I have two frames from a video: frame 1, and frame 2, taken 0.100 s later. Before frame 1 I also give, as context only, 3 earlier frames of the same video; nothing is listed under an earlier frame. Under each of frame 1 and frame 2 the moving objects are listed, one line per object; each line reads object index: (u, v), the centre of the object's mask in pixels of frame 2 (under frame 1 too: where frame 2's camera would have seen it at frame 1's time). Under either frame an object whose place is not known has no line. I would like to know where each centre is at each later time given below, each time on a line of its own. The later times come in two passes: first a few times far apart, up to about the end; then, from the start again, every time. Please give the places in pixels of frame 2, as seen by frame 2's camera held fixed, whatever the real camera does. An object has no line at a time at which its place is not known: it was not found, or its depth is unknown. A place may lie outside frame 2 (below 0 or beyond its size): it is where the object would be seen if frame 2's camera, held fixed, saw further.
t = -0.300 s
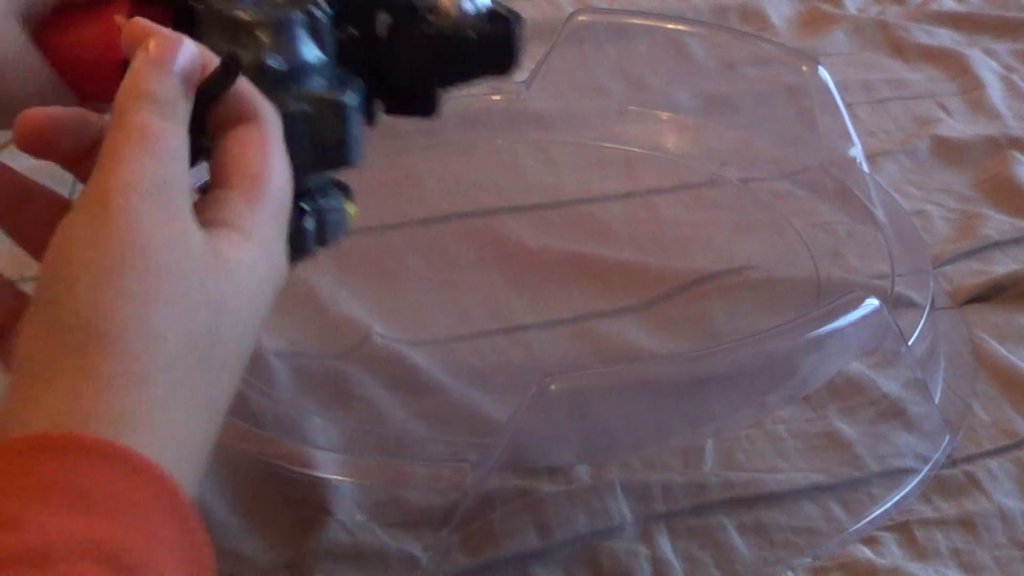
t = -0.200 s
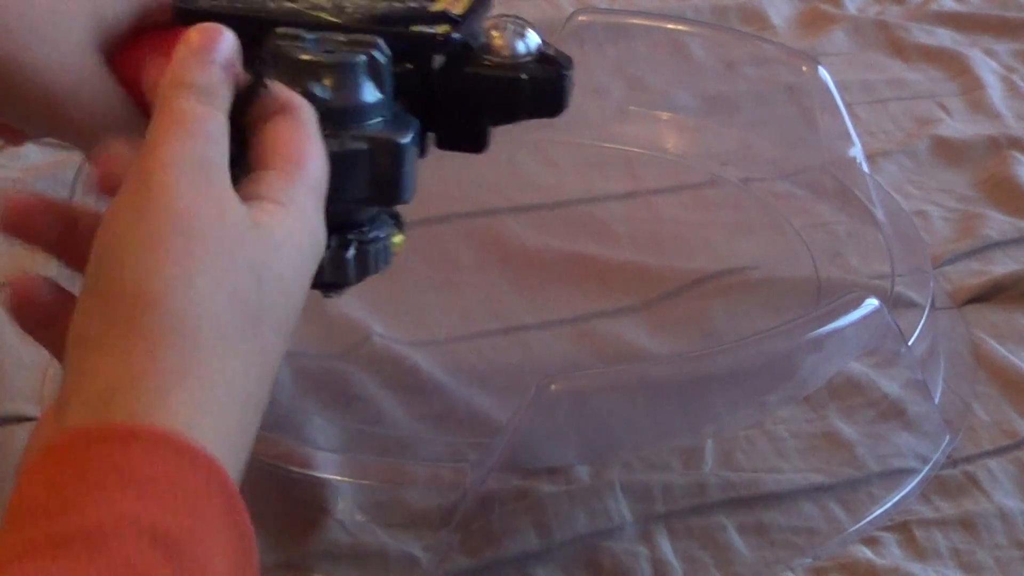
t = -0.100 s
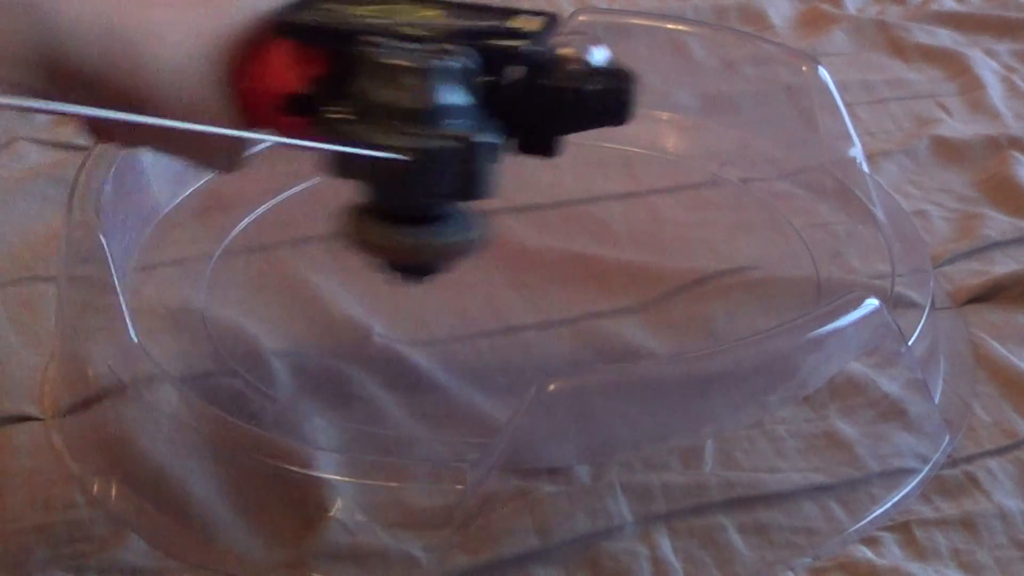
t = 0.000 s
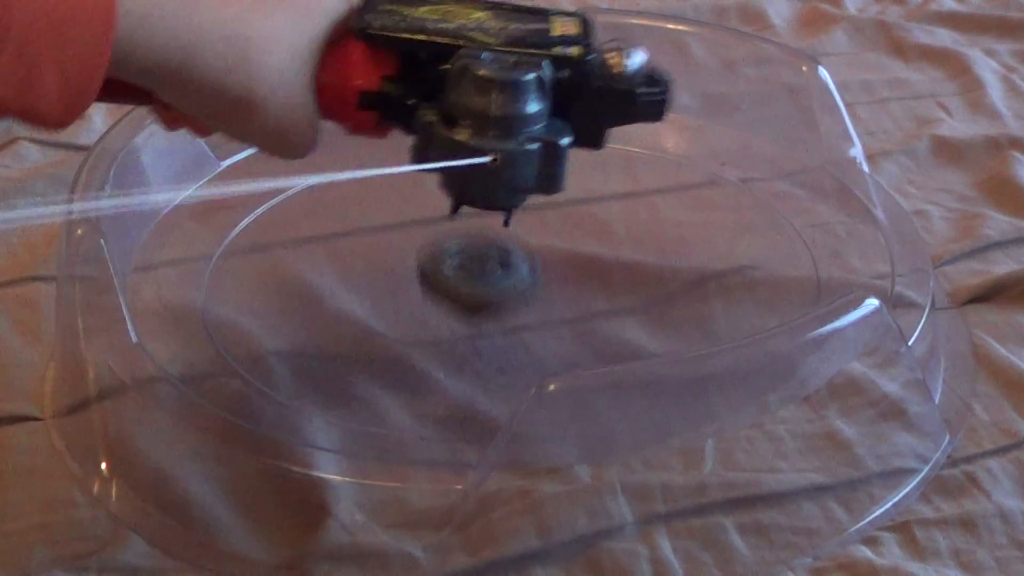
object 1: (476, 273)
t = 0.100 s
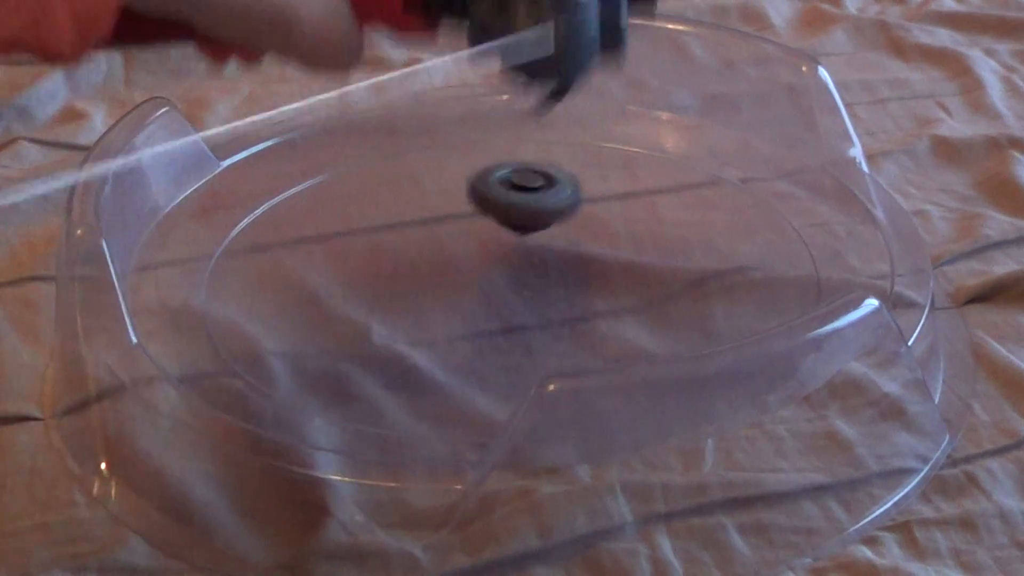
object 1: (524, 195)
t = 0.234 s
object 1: (575, 136)
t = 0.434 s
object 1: (548, 138)
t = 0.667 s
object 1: (491, 221)
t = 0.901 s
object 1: (497, 289)
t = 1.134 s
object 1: (568, 287)
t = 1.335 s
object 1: (607, 275)
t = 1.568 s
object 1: (614, 270)
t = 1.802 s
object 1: (604, 275)
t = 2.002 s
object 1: (591, 285)
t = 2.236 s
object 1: (578, 295)
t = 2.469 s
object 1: (559, 305)
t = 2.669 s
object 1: (541, 309)
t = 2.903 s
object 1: (518, 310)
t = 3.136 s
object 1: (497, 307)
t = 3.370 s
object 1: (481, 301)
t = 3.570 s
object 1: (472, 294)
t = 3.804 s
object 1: (468, 284)
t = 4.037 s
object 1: (473, 276)
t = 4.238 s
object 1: (484, 271)
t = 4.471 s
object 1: (499, 267)
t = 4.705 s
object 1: (516, 266)
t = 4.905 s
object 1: (532, 268)
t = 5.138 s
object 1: (547, 272)
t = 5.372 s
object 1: (556, 279)
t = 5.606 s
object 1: (556, 288)
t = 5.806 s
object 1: (552, 296)
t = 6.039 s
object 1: (540, 303)
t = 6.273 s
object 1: (525, 306)
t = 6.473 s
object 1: (509, 304)
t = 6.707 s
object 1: (493, 300)
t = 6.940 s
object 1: (481, 293)
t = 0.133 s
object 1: (540, 180)
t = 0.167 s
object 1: (554, 159)
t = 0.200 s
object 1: (567, 147)
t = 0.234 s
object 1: (575, 136)
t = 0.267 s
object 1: (578, 129)
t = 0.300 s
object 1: (577, 126)
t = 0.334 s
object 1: (572, 126)
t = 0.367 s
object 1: (565, 128)
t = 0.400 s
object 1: (557, 132)
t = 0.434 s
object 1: (548, 138)
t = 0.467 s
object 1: (539, 146)
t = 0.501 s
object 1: (529, 155)
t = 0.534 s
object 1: (521, 166)
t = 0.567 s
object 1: (512, 178)
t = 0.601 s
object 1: (504, 192)
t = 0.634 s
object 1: (497, 206)
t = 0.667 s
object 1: (491, 221)
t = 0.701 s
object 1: (485, 233)
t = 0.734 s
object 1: (483, 247)
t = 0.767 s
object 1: (482, 259)
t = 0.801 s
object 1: (483, 270)
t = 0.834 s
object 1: (485, 278)
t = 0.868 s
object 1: (490, 285)
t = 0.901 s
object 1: (497, 289)
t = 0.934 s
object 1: (506, 292)
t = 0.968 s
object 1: (516, 293)
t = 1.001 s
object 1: (527, 293)
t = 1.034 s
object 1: (538, 292)
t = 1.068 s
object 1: (548, 291)
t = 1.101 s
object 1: (559, 289)
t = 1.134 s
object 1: (568, 287)
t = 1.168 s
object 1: (577, 285)
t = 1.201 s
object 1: (585, 283)
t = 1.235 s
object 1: (592, 281)
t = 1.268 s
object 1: (598, 279)
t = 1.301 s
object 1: (603, 277)
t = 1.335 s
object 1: (607, 275)
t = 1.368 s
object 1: (610, 273)
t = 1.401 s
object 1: (612, 272)
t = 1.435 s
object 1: (613, 271)
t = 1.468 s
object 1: (614, 270)
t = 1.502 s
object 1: (614, 270)
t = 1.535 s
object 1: (614, 270)
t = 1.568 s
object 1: (614, 270)
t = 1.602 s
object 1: (613, 270)
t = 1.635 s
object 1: (612, 270)
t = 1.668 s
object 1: (611, 271)
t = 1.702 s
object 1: (609, 272)
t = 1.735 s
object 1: (608, 273)
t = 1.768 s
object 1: (606, 274)
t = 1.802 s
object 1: (604, 275)
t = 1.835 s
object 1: (602, 276)
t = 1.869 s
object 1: (600, 278)
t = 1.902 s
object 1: (598, 279)
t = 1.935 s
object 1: (596, 281)
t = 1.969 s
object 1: (593, 283)
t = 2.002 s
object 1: (591, 285)
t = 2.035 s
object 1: (589, 287)
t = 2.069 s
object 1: (587, 288)
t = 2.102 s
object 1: (585, 289)
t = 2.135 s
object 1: (584, 291)
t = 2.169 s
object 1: (582, 292)
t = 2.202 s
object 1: (580, 293)
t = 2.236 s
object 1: (578, 295)
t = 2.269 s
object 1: (576, 296)
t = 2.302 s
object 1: (574, 298)
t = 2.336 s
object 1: (571, 299)
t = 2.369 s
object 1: (568, 301)
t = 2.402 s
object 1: (566, 302)
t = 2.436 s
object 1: (562, 304)
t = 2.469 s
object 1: (559, 305)
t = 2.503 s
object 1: (556, 306)
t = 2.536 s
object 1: (553, 307)
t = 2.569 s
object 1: (550, 307)
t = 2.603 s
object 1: (547, 308)
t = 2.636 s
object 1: (544, 309)
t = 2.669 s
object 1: (541, 309)
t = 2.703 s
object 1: (538, 310)
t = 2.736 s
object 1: (535, 310)
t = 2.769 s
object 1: (532, 310)
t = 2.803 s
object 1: (529, 310)
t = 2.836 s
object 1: (525, 310)
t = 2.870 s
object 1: (521, 310)
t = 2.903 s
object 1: (518, 310)
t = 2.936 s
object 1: (515, 310)
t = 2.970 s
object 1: (512, 309)
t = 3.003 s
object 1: (509, 309)
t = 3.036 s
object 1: (506, 309)
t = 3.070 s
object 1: (503, 308)
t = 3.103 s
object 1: (500, 308)
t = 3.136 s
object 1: (497, 307)
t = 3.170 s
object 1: (494, 307)
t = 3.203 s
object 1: (492, 306)
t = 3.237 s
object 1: (490, 305)
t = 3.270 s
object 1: (488, 304)
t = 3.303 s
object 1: (486, 303)
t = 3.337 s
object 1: (484, 302)
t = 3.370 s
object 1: (481, 301)
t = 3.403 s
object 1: (480, 300)
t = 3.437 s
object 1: (478, 299)
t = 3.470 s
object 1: (476, 297)
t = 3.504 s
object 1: (475, 296)
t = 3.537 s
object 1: (473, 295)
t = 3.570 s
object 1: (472, 294)
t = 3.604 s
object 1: (471, 292)
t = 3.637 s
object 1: (470, 291)
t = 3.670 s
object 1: (469, 290)
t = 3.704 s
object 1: (468, 288)
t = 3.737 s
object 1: (468, 287)
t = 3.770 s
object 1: (468, 285)
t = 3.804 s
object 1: (468, 284)
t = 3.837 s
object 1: (468, 283)
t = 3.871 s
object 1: (469, 281)
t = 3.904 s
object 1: (469, 280)
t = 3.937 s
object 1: (470, 279)
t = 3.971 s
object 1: (471, 277)
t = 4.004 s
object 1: (472, 277)
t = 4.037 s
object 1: (473, 276)
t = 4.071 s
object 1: (475, 275)
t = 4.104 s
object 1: (476, 274)
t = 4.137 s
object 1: (478, 273)
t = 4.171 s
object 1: (480, 273)
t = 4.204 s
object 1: (481, 272)
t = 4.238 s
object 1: (484, 271)
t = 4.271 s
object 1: (486, 271)
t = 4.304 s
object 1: (487, 270)
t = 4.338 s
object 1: (489, 269)
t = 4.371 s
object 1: (492, 269)
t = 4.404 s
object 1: (494, 269)
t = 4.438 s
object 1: (496, 268)
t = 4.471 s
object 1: (499, 267)
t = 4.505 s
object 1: (501, 267)
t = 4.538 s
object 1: (504, 266)
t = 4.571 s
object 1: (506, 266)
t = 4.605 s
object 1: (508, 266)
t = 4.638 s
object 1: (511, 266)
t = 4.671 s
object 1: (514, 266)
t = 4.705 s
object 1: (516, 266)
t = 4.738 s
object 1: (519, 266)
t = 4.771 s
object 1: (522, 266)
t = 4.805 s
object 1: (525, 266)
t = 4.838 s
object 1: (528, 267)
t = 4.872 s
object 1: (530, 267)
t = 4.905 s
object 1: (532, 268)
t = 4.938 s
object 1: (535, 268)
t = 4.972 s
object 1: (537, 268)
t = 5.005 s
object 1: (540, 269)
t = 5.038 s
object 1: (542, 270)
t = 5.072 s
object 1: (544, 271)
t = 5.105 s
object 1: (546, 272)
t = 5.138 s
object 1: (547, 272)
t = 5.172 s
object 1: (549, 273)
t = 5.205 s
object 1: (551, 274)
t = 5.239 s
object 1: (552, 275)
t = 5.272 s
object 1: (553, 276)
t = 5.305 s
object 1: (554, 277)
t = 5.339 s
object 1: (555, 278)
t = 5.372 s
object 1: (556, 279)
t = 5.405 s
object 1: (557, 280)
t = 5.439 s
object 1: (558, 281)
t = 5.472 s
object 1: (558, 283)
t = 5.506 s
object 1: (558, 284)
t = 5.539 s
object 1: (557, 285)
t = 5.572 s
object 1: (556, 286)
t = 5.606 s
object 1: (556, 288)
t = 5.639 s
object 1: (556, 289)
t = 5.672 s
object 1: (556, 291)
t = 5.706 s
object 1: (555, 292)
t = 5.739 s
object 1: (554, 293)
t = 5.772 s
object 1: (553, 294)
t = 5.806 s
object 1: (552, 296)
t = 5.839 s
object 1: (551, 297)
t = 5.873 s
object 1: (549, 299)
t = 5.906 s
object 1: (547, 300)
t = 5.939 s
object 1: (545, 301)
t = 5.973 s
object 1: (544, 301)
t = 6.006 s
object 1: (542, 302)
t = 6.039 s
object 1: (540, 303)
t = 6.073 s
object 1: (538, 304)
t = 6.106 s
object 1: (536, 304)
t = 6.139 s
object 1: (535, 305)
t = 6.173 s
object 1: (532, 305)
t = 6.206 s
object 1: (530, 306)
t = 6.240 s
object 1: (528, 306)
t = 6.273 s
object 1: (525, 306)
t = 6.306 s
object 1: (522, 306)
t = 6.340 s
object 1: (519, 305)
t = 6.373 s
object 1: (517, 306)
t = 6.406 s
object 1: (514, 306)
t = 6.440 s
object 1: (511, 305)
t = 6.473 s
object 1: (509, 304)
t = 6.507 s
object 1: (507, 304)
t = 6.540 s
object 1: (504, 303)
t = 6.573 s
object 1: (501, 303)
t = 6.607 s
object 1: (499, 302)
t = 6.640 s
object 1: (497, 302)
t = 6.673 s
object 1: (494, 301)
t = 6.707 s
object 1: (493, 300)
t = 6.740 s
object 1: (491, 299)
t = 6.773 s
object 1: (489, 298)
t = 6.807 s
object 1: (487, 297)
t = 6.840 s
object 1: (485, 297)
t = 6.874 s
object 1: (484, 296)
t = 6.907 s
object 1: (483, 295)
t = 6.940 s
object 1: (481, 293)
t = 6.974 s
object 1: (480, 292)
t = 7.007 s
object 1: (479, 291)
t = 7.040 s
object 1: (478, 290)
